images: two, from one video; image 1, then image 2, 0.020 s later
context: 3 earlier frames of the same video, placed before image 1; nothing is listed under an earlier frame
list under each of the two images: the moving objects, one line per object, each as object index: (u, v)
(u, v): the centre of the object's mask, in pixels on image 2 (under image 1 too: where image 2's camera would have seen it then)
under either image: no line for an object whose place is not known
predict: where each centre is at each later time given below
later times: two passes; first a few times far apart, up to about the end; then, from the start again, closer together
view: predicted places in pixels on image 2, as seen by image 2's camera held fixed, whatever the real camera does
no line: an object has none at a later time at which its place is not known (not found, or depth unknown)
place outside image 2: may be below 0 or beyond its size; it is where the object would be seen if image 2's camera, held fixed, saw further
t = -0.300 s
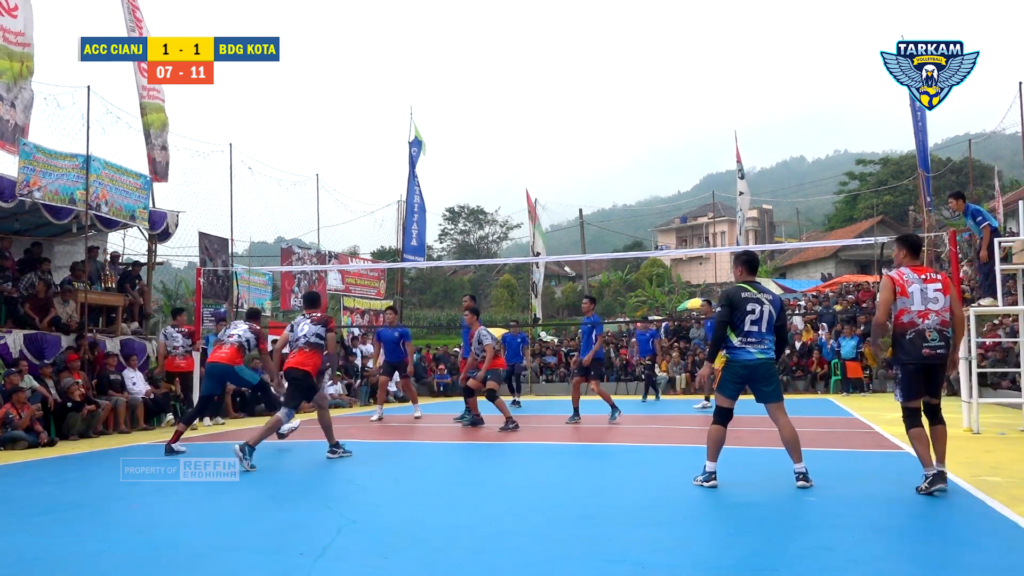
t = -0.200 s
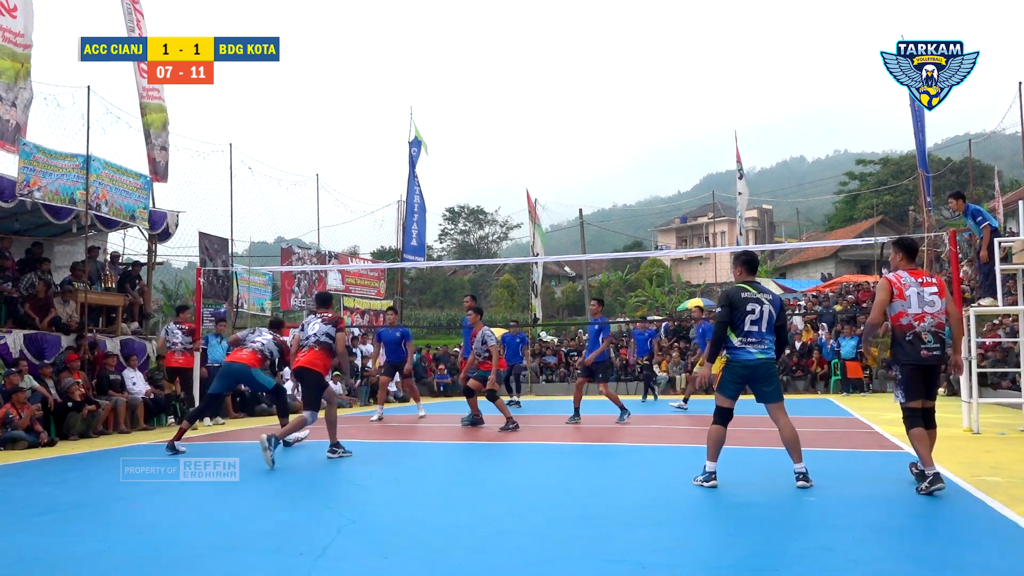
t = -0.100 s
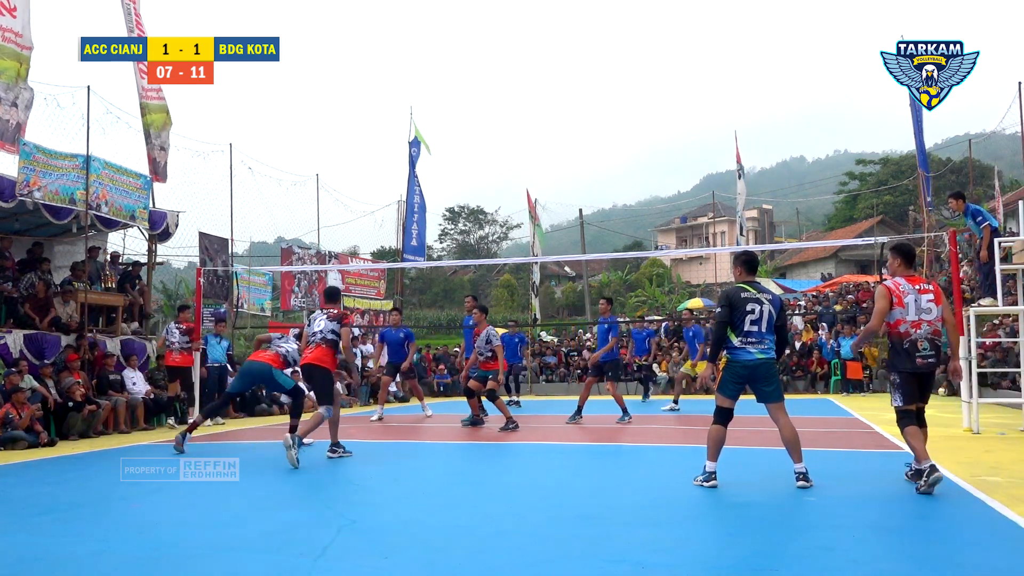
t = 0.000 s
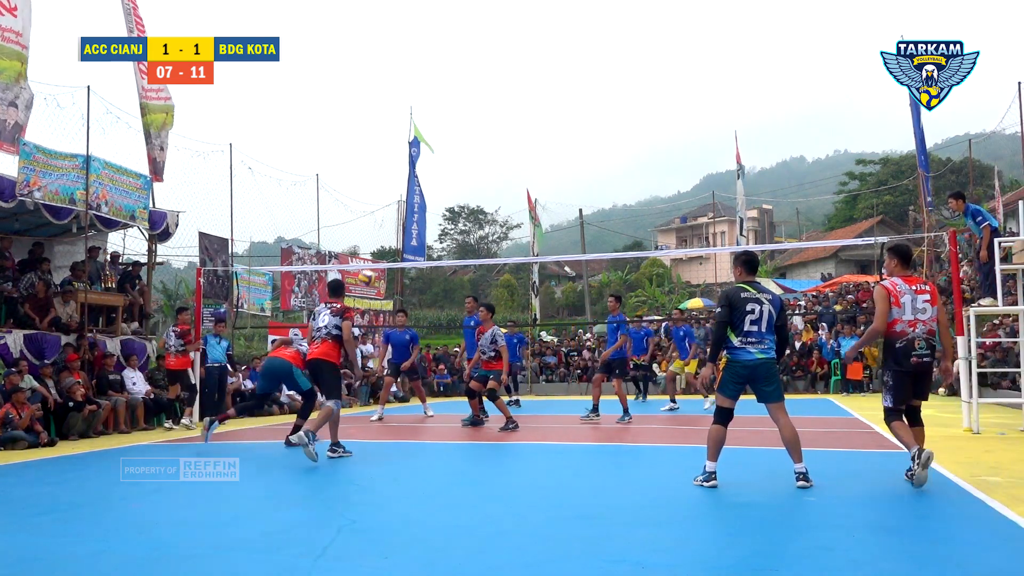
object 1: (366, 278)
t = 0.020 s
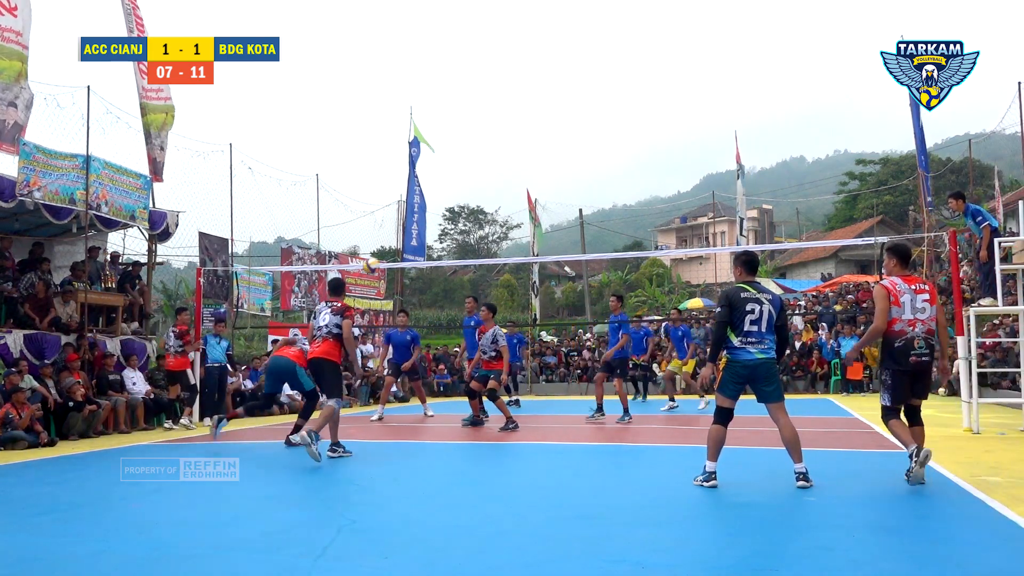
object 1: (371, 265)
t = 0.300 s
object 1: (429, 133)
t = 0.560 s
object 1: (476, 71)
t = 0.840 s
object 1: (521, 58)
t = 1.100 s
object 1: (561, 87)
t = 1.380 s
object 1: (601, 159)
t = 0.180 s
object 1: (405, 180)
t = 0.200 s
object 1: (409, 171)
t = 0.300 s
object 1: (429, 133)
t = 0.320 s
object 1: (432, 126)
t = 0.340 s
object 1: (436, 121)
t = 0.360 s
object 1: (440, 114)
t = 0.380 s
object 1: (444, 108)
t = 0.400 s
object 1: (447, 103)
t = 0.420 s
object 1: (451, 98)
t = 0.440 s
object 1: (455, 93)
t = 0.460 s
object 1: (458, 89)
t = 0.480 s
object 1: (462, 84)
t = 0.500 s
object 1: (465, 81)
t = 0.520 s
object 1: (468, 77)
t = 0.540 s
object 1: (472, 74)
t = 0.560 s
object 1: (476, 71)
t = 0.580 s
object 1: (479, 68)
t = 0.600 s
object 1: (482, 67)
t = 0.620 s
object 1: (486, 64)
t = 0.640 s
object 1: (489, 62)
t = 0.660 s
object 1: (492, 60)
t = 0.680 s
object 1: (496, 59)
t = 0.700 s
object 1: (499, 58)
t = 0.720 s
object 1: (502, 57)
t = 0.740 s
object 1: (506, 56)
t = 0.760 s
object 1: (509, 56)
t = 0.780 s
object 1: (512, 56)
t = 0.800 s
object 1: (515, 56)
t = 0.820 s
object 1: (518, 56)
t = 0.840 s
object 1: (521, 58)
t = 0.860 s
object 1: (525, 58)
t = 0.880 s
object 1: (528, 59)
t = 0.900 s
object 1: (531, 60)
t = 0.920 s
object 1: (534, 62)
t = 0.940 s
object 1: (537, 64)
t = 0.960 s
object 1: (540, 66)
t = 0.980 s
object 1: (543, 68)
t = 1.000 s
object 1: (546, 71)
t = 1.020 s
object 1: (549, 74)
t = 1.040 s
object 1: (552, 76)
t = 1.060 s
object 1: (555, 80)
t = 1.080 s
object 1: (558, 83)
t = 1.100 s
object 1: (561, 87)
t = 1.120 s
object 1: (564, 91)
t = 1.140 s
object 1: (567, 94)
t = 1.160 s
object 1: (570, 99)
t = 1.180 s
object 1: (573, 104)
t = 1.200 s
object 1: (576, 108)
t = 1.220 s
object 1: (579, 113)
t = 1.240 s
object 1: (582, 118)
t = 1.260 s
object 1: (584, 124)
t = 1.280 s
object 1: (587, 129)
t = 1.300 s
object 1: (590, 134)
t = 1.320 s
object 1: (593, 141)
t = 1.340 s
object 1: (595, 147)
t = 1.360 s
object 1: (598, 153)
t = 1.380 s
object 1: (601, 159)
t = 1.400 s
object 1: (604, 166)
